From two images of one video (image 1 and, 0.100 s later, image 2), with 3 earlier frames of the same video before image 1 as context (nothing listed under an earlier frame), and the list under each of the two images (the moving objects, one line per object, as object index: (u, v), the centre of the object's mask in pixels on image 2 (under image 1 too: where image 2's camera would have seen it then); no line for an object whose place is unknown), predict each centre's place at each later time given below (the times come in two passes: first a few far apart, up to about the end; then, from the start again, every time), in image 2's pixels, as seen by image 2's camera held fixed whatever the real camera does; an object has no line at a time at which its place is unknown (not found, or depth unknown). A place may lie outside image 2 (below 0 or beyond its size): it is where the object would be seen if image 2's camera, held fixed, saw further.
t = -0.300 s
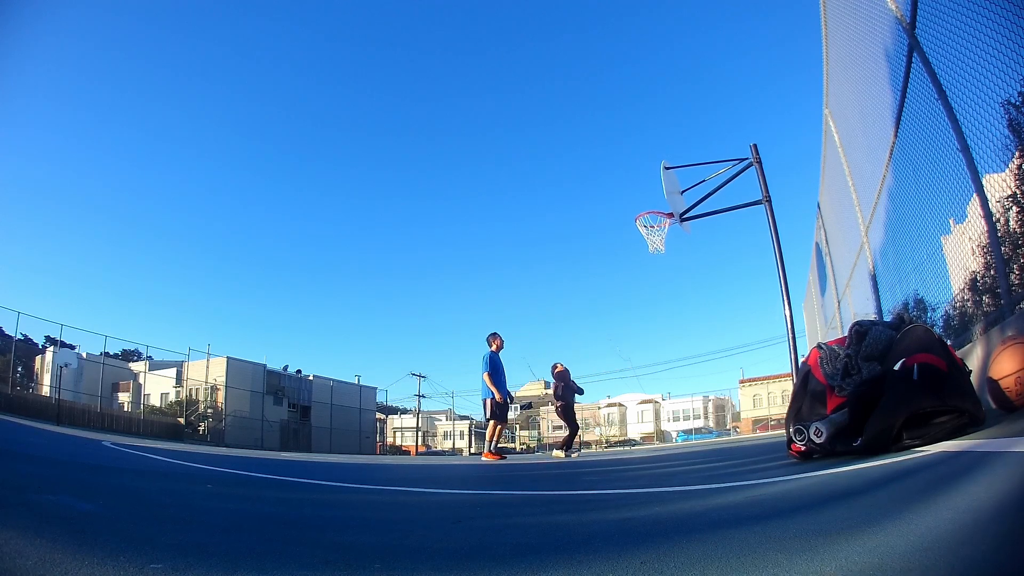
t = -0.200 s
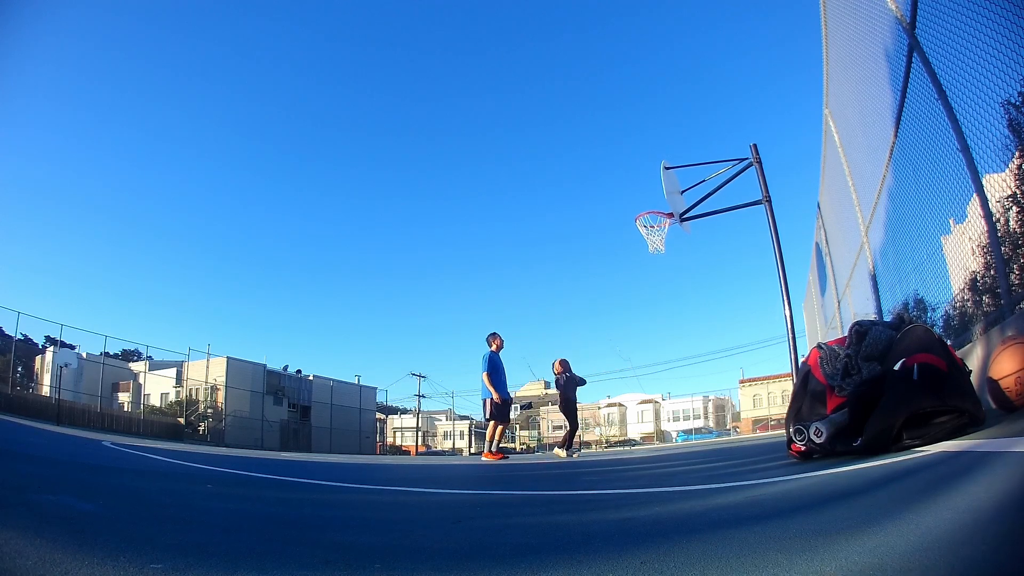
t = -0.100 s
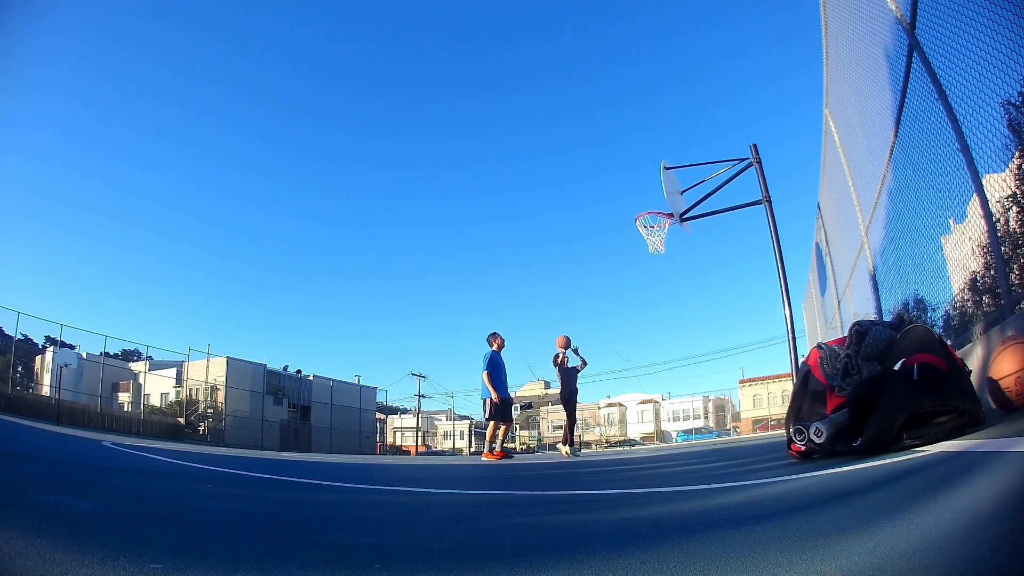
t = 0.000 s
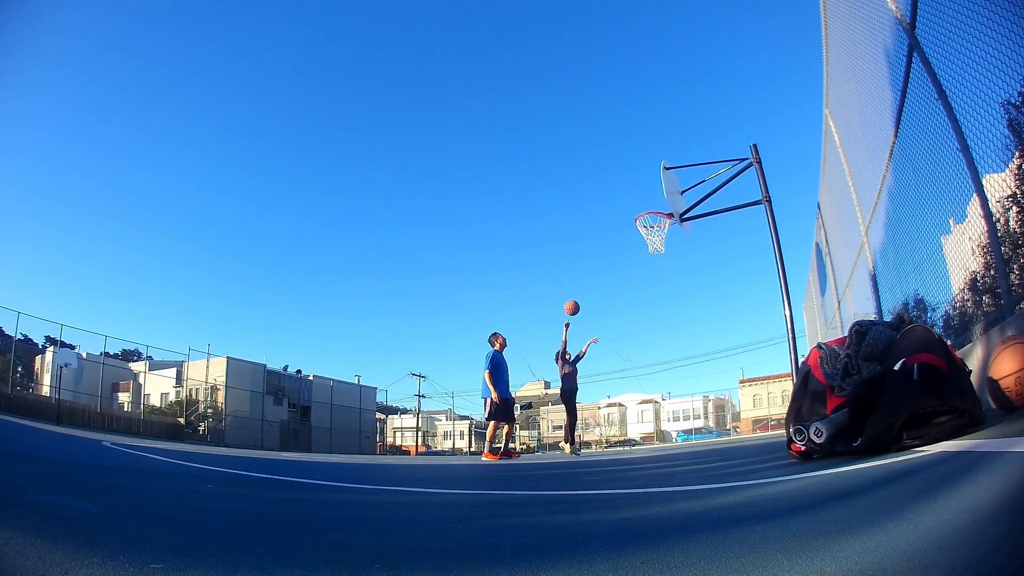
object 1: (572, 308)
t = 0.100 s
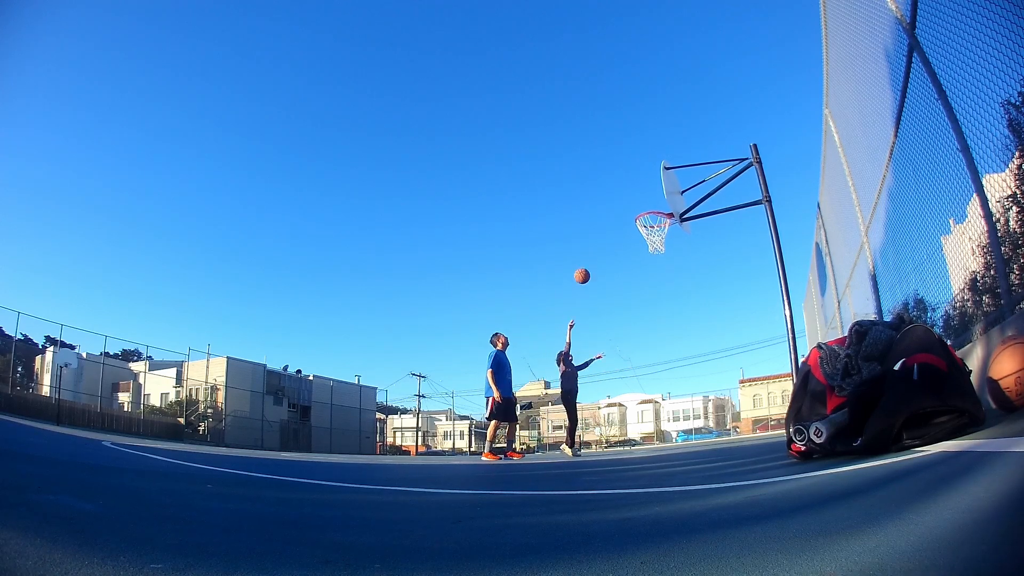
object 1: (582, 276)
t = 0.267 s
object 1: (599, 235)
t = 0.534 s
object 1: (631, 205)
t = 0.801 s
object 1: (657, 203)
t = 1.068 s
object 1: (667, 221)
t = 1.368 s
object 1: (680, 288)
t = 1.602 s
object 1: (692, 383)
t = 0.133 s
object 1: (585, 267)
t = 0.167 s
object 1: (589, 258)
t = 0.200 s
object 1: (592, 250)
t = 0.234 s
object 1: (596, 242)
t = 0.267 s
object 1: (599, 235)
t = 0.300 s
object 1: (603, 229)
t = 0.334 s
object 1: (607, 224)
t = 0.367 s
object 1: (610, 219)
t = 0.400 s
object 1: (614, 215)
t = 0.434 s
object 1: (618, 211)
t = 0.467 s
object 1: (623, 209)
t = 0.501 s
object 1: (627, 206)
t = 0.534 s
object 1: (631, 205)
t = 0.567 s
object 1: (636, 204)
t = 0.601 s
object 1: (640, 204)
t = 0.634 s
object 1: (645, 204)
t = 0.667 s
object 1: (650, 204)
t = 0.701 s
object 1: (655, 206)
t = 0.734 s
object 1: (656, 205)
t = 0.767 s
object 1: (656, 203)
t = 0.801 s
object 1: (657, 203)
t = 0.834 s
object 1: (657, 202)
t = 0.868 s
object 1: (658, 202)
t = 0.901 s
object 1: (659, 203)
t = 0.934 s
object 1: (660, 205)
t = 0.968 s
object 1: (661, 206)
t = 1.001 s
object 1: (663, 208)
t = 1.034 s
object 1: (664, 209)
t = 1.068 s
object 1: (667, 221)
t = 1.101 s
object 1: (668, 224)
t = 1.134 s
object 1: (669, 230)
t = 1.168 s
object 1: (671, 236)
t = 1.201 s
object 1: (671, 243)
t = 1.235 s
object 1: (673, 250)
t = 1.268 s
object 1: (675, 259)
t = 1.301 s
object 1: (676, 268)
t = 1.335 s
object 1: (678, 278)
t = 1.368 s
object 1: (680, 288)
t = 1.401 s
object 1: (681, 300)
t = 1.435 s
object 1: (683, 312)
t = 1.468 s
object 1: (685, 325)
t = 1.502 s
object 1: (687, 338)
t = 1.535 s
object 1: (689, 352)
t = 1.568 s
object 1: (690, 367)
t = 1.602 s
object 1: (692, 383)
